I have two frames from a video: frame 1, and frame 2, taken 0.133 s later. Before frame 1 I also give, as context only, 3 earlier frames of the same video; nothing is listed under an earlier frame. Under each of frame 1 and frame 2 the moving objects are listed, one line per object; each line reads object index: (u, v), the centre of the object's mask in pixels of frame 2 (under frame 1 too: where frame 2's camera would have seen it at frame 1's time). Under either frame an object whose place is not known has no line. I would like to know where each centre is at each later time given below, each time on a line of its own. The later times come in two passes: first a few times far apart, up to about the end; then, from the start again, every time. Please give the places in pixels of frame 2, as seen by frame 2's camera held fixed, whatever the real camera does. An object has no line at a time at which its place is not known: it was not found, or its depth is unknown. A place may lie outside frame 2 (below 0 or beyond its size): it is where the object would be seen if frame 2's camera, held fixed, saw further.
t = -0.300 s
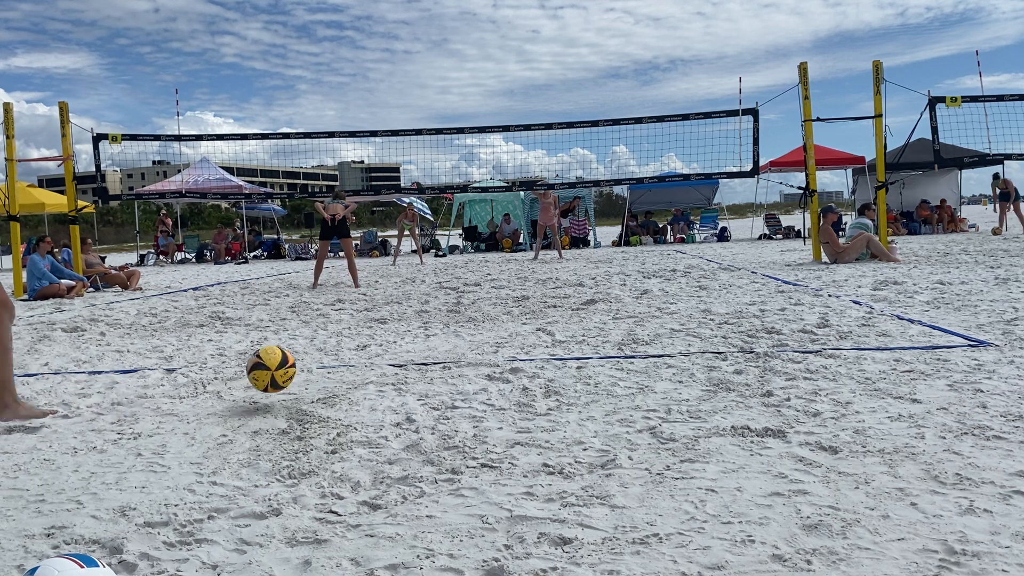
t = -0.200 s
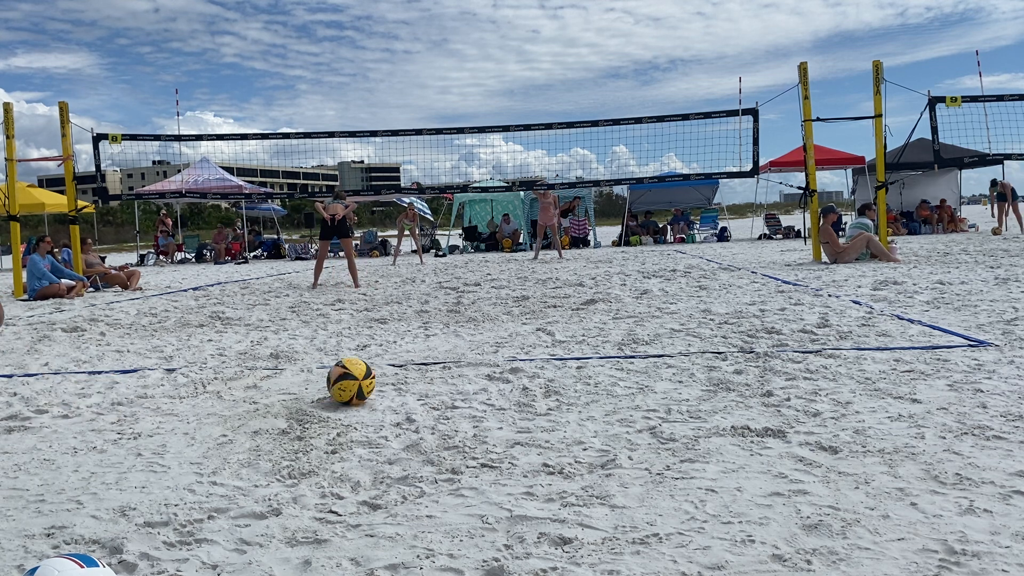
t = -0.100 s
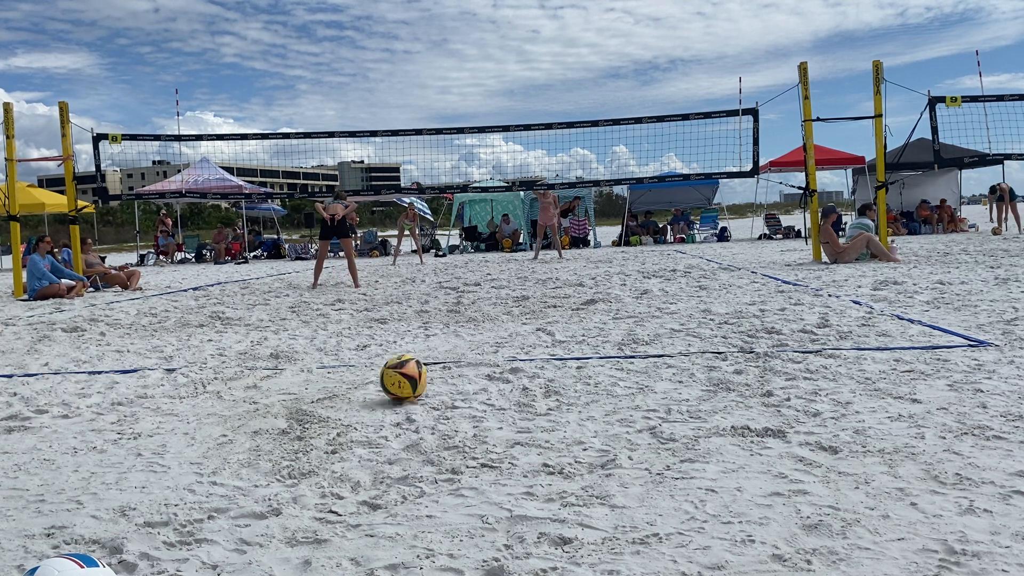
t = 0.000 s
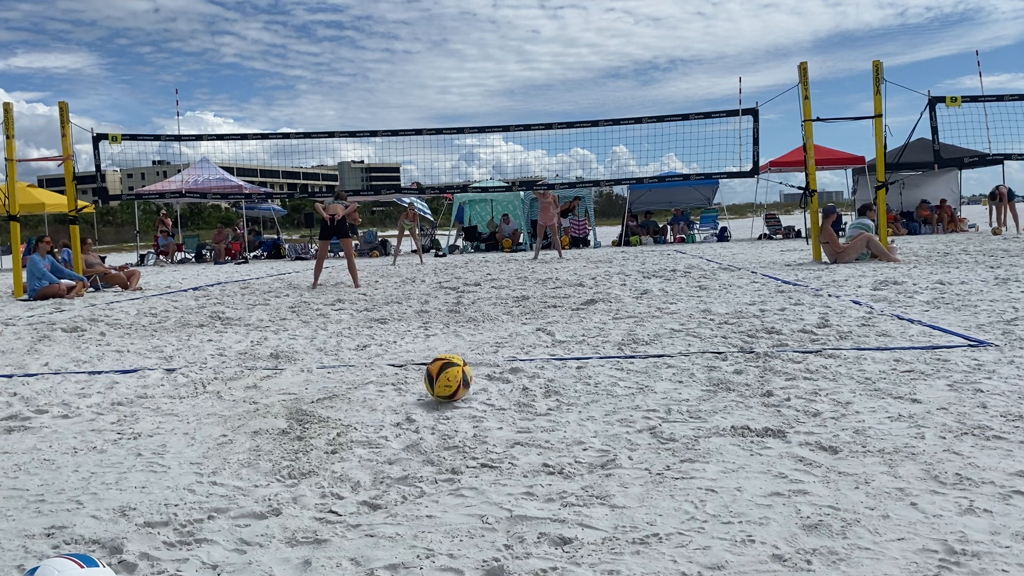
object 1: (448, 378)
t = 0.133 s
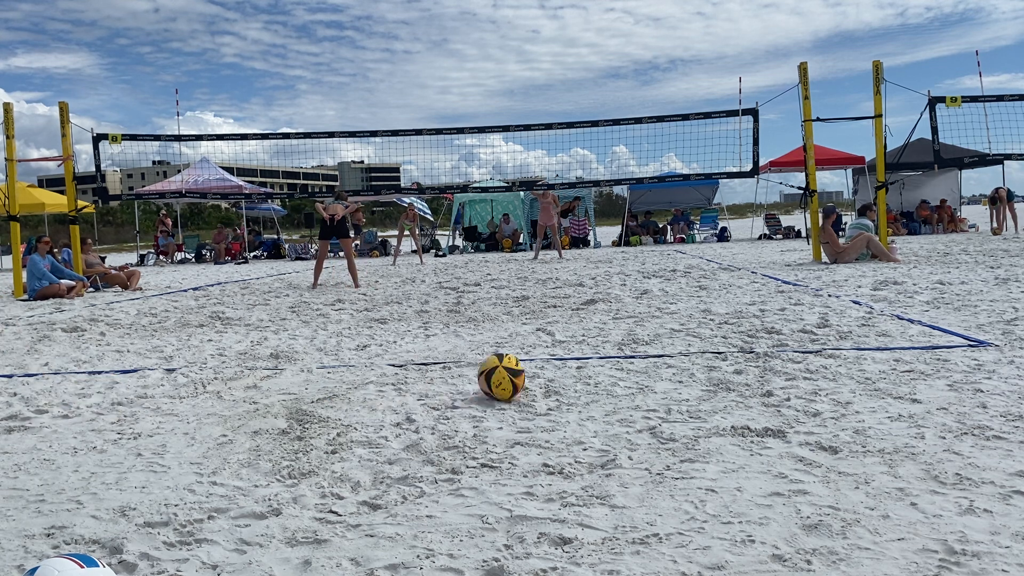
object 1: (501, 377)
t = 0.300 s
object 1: (559, 374)
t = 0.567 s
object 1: (644, 368)
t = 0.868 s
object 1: (726, 366)
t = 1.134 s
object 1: (783, 365)
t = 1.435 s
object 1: (836, 367)
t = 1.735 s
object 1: (875, 370)
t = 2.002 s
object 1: (900, 370)
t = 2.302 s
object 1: (915, 370)
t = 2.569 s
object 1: (922, 369)
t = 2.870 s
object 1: (924, 369)
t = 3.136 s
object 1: (920, 370)
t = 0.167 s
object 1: (514, 377)
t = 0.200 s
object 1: (526, 374)
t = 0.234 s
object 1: (537, 373)
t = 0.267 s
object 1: (549, 374)
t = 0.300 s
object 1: (559, 374)
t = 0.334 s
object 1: (571, 373)
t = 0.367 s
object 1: (582, 371)
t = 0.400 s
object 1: (593, 370)
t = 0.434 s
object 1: (604, 371)
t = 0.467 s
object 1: (614, 370)
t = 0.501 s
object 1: (625, 369)
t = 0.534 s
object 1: (635, 369)
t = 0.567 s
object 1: (644, 368)
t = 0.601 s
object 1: (654, 368)
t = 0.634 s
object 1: (664, 367)
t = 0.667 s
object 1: (672, 367)
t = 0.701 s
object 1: (682, 367)
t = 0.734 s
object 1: (691, 367)
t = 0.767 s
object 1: (700, 366)
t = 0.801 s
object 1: (709, 365)
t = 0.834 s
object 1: (717, 366)
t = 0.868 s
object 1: (726, 366)
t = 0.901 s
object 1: (733, 365)
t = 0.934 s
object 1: (741, 365)
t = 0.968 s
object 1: (749, 368)
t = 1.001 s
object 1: (756, 366)
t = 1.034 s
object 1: (763, 365)
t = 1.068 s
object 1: (769, 365)
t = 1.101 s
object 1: (776, 365)
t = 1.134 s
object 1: (783, 365)
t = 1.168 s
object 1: (789, 365)
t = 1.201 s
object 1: (796, 365)
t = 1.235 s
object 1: (802, 366)
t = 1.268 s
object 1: (808, 367)
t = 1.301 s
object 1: (814, 366)
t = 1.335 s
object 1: (819, 366)
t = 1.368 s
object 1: (825, 366)
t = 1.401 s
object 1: (830, 367)
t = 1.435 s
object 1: (836, 367)
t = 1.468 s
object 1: (840, 367)
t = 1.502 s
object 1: (845, 367)
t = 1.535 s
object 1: (850, 368)
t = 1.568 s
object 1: (854, 368)
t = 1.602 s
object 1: (859, 369)
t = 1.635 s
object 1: (863, 370)
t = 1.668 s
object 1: (867, 369)
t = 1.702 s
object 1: (871, 369)
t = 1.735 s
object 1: (875, 370)
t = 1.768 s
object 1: (879, 370)
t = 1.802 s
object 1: (883, 370)
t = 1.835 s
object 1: (886, 369)
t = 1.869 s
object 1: (889, 369)
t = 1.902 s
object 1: (892, 370)
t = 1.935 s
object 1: (895, 370)
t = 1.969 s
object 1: (897, 370)
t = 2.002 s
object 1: (900, 370)
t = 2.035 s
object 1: (902, 370)
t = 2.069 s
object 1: (904, 369)
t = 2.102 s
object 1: (906, 369)
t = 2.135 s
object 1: (907, 370)
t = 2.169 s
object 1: (909, 370)
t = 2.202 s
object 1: (911, 370)
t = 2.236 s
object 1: (912, 370)
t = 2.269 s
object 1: (913, 370)
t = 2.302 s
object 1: (915, 370)
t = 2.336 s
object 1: (916, 370)
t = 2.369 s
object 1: (917, 369)
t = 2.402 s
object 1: (917, 370)
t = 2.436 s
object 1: (918, 370)
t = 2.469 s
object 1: (919, 369)
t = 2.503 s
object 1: (920, 370)
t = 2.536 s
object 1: (921, 369)
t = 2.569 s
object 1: (922, 369)
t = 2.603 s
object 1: (923, 370)
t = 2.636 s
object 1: (923, 369)
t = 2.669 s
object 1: (924, 369)
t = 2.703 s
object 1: (924, 369)
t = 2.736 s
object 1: (925, 369)
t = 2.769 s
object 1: (925, 369)
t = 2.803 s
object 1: (925, 369)
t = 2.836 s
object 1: (924, 369)
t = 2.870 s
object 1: (924, 369)
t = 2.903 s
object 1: (924, 369)
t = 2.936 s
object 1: (923, 369)
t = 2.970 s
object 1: (923, 369)
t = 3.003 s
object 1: (922, 370)
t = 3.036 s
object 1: (921, 369)
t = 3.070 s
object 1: (921, 369)
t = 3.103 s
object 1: (921, 369)
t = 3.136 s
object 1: (920, 370)
